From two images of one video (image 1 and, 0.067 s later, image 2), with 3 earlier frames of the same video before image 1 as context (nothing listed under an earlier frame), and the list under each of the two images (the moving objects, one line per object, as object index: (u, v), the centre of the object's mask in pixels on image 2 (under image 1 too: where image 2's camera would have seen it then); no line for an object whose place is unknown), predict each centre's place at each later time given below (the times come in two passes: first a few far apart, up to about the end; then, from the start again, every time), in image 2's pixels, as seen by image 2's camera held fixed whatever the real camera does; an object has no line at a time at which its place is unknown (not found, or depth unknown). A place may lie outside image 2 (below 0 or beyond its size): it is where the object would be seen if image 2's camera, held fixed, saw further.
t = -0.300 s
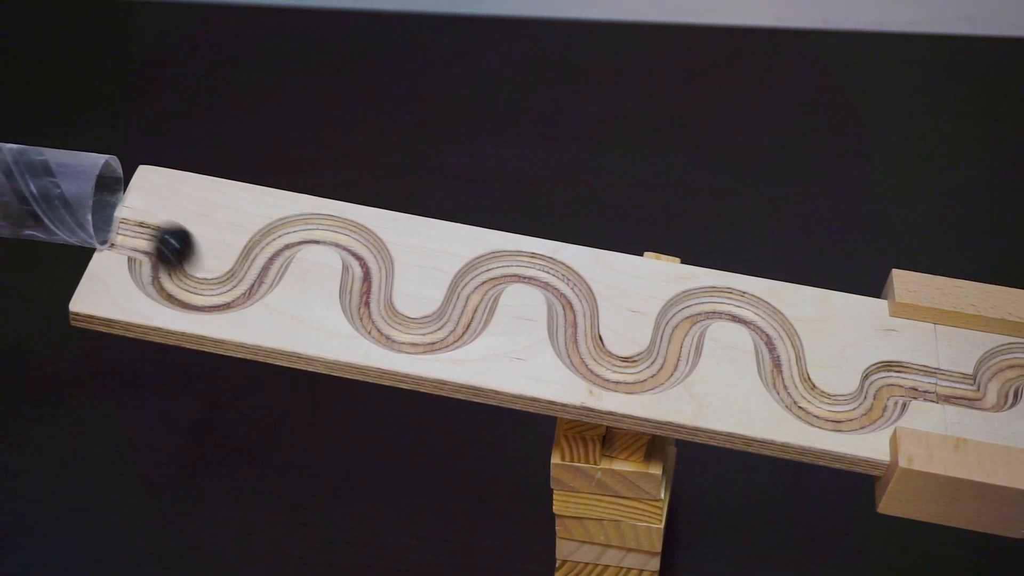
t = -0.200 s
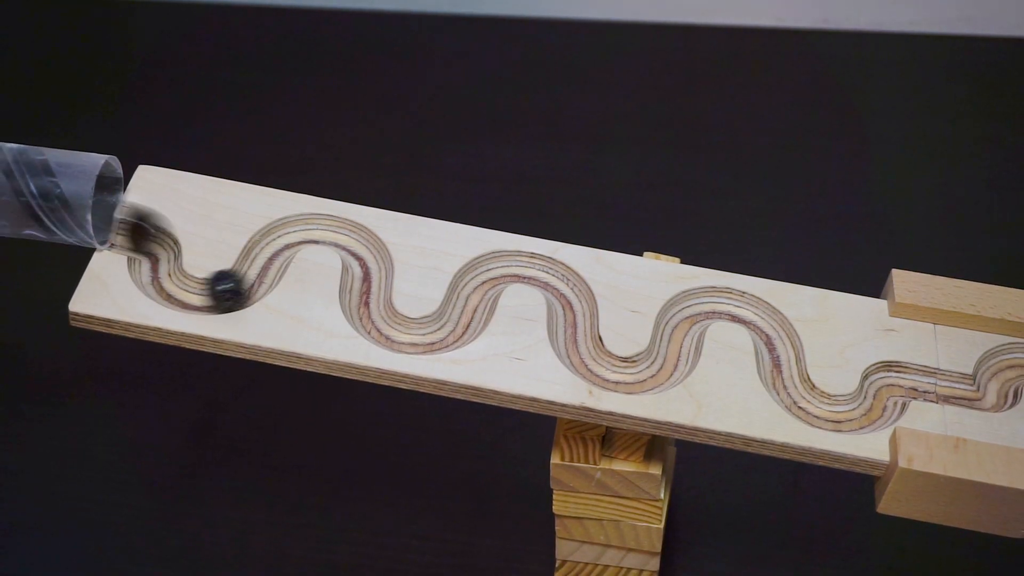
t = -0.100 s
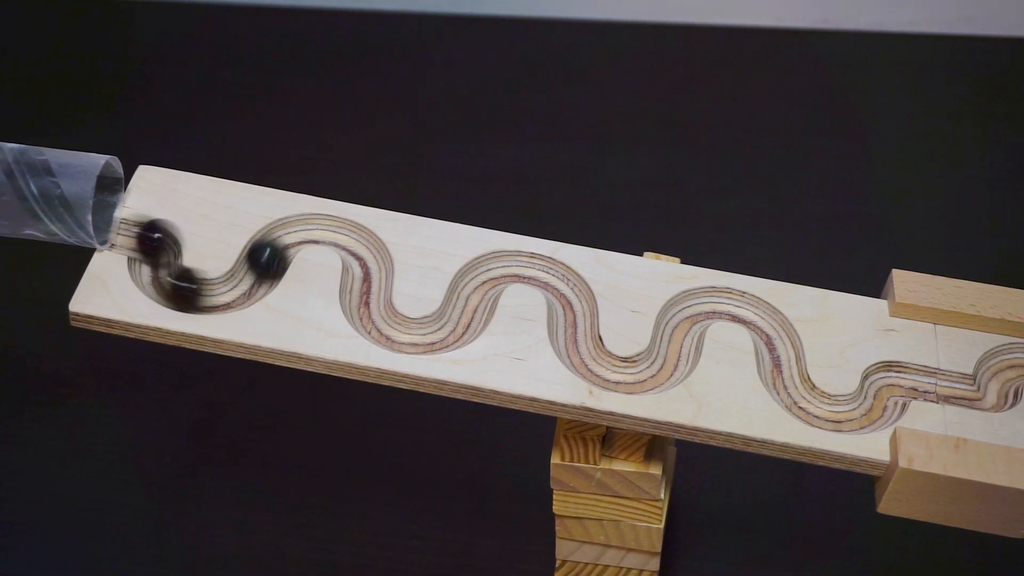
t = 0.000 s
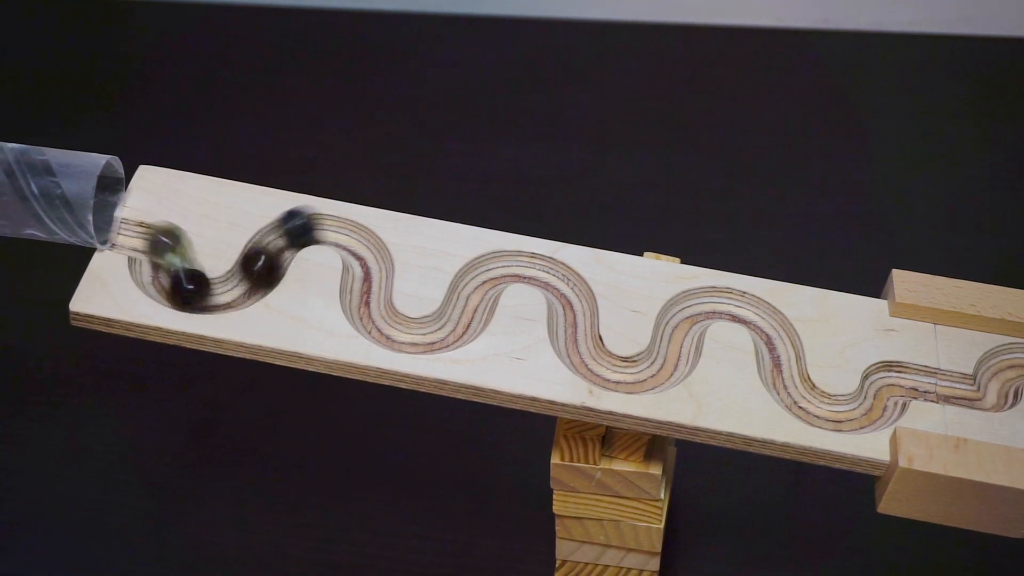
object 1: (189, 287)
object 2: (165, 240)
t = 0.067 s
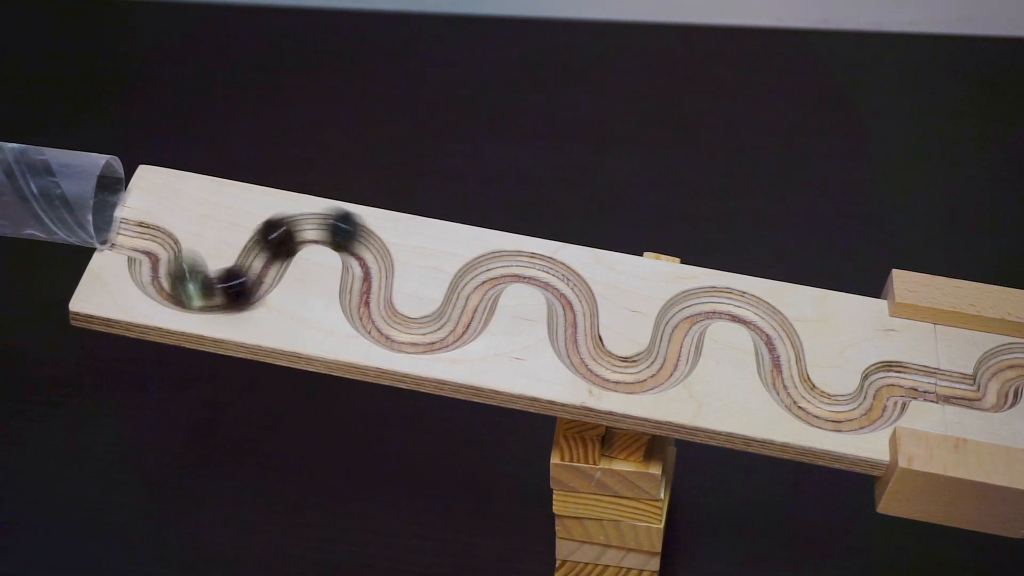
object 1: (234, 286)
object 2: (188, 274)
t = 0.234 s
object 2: (259, 271)
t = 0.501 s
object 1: (490, 269)
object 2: (362, 235)
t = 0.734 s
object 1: (589, 358)
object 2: (448, 326)
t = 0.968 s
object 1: (714, 299)
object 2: (571, 278)
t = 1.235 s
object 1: (865, 410)
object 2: (681, 334)
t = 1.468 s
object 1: (997, 388)
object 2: (781, 350)
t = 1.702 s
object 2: (900, 369)
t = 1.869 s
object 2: (1005, 382)
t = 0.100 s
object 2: (198, 289)
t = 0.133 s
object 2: (213, 288)
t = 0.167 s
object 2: (231, 286)
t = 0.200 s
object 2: (246, 280)
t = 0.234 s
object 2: (259, 271)
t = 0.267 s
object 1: (370, 309)
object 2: (267, 259)
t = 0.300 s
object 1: (386, 325)
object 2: (266, 253)
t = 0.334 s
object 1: (408, 334)
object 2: (269, 238)
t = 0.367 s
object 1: (436, 331)
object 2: (283, 232)
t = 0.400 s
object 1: (459, 319)
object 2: (298, 222)
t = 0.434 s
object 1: (471, 301)
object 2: (316, 216)
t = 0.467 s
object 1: (478, 281)
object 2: (339, 224)
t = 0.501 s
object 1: (490, 269)
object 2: (362, 235)
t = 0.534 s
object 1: (512, 261)
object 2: (371, 252)
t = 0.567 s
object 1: (537, 265)
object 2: (366, 269)
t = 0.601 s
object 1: (561, 276)
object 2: (365, 292)
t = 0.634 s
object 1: (574, 294)
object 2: (372, 309)
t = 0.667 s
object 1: (574, 316)
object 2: (390, 322)
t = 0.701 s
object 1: (575, 339)
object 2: (422, 329)
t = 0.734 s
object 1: (589, 358)
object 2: (448, 326)
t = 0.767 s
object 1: (617, 370)
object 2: (464, 310)
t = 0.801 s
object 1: (647, 367)
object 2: (475, 292)
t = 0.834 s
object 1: (670, 360)
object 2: (479, 271)
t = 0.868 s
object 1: (680, 336)
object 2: (494, 260)
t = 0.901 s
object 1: (683, 317)
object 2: (521, 256)
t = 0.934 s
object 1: (691, 304)
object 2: (550, 262)
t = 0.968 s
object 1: (714, 299)
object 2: (571, 278)
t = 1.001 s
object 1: (738, 300)
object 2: (576, 301)
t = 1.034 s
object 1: (762, 311)
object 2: (575, 327)
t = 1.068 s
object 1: (779, 330)
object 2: (579, 347)
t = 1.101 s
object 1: (781, 352)
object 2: (599, 360)
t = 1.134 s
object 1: (786, 375)
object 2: (629, 368)
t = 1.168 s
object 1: (803, 396)
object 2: (655, 366)
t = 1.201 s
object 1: (834, 410)
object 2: (673, 356)
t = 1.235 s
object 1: (865, 410)
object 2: (681, 334)
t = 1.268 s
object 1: (887, 396)
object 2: (681, 314)
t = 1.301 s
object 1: (898, 377)
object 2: (691, 301)
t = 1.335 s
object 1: (909, 365)
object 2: (714, 293)
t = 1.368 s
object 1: (928, 369)
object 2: (738, 294)
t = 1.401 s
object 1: (949, 382)
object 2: (762, 307)
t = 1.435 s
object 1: (972, 388)
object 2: (780, 326)
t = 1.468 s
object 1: (997, 388)
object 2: (781, 350)
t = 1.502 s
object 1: (1008, 373)
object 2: (785, 371)
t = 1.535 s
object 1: (1008, 366)
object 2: (800, 389)
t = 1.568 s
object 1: (1007, 356)
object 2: (825, 404)
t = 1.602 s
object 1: (1017, 350)
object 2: (854, 407)
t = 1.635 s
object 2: (879, 402)
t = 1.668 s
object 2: (891, 385)
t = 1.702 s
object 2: (900, 369)
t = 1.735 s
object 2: (916, 362)
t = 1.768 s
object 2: (935, 379)
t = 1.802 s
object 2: (957, 383)
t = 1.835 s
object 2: (985, 384)
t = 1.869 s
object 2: (1005, 382)
